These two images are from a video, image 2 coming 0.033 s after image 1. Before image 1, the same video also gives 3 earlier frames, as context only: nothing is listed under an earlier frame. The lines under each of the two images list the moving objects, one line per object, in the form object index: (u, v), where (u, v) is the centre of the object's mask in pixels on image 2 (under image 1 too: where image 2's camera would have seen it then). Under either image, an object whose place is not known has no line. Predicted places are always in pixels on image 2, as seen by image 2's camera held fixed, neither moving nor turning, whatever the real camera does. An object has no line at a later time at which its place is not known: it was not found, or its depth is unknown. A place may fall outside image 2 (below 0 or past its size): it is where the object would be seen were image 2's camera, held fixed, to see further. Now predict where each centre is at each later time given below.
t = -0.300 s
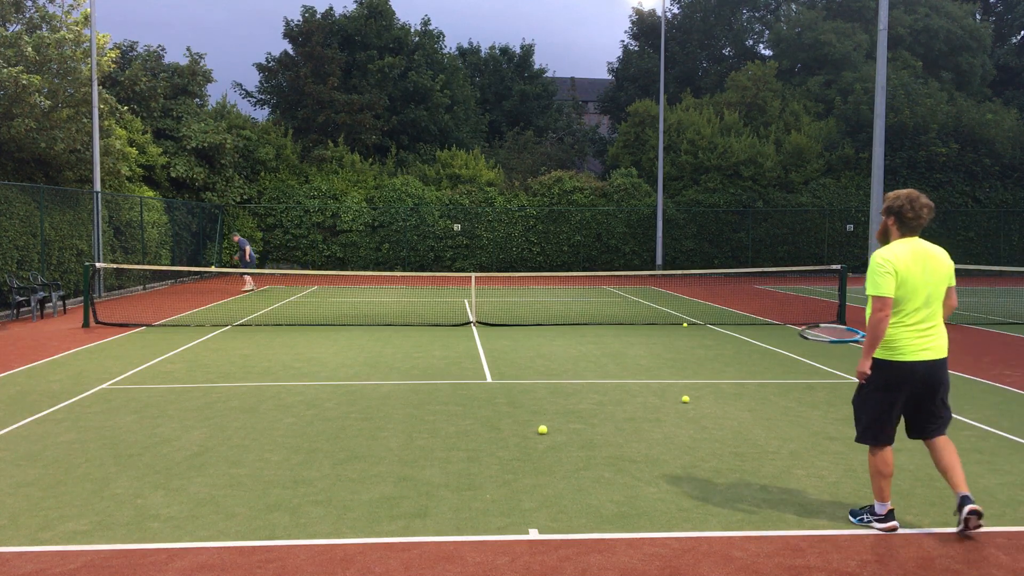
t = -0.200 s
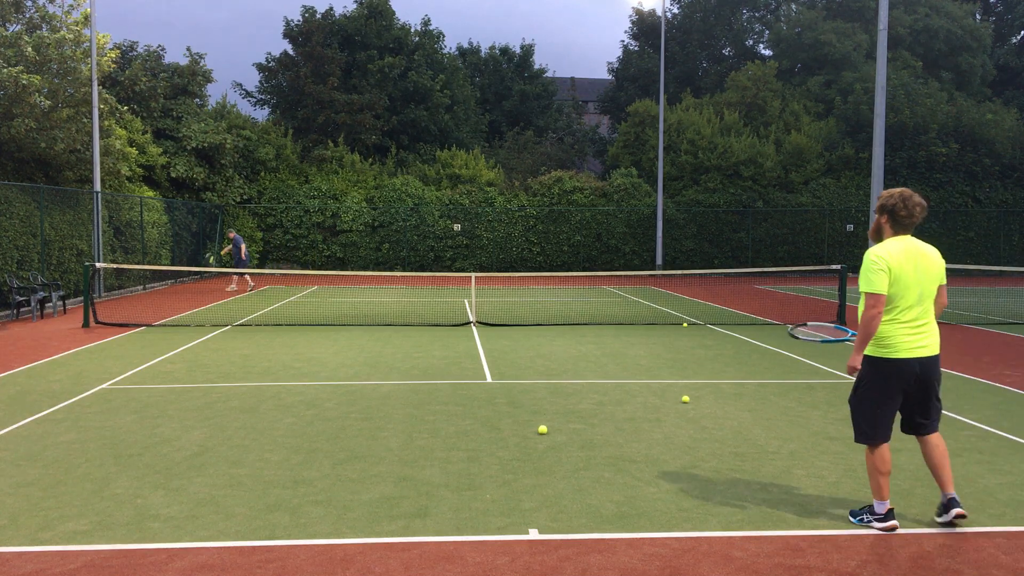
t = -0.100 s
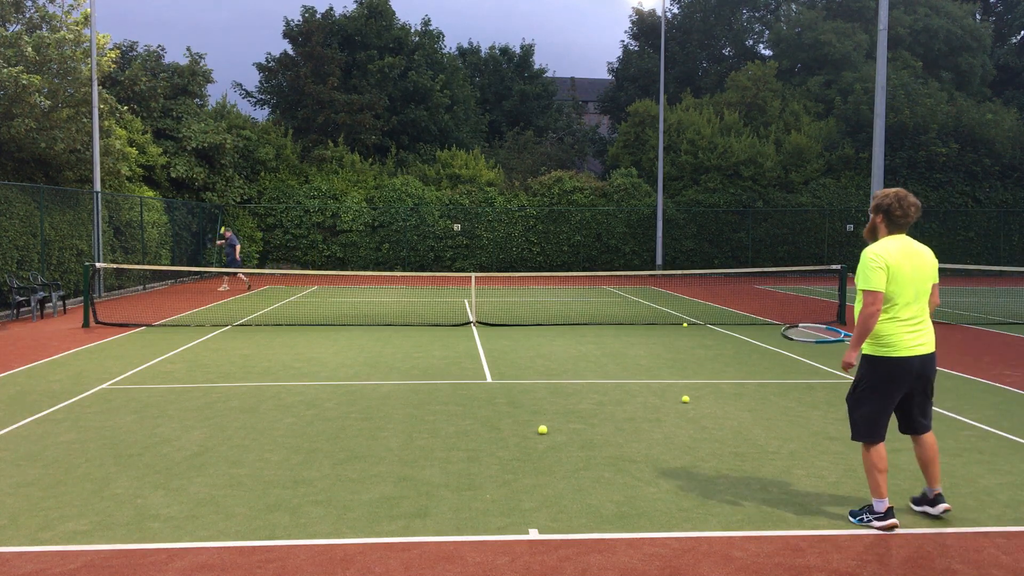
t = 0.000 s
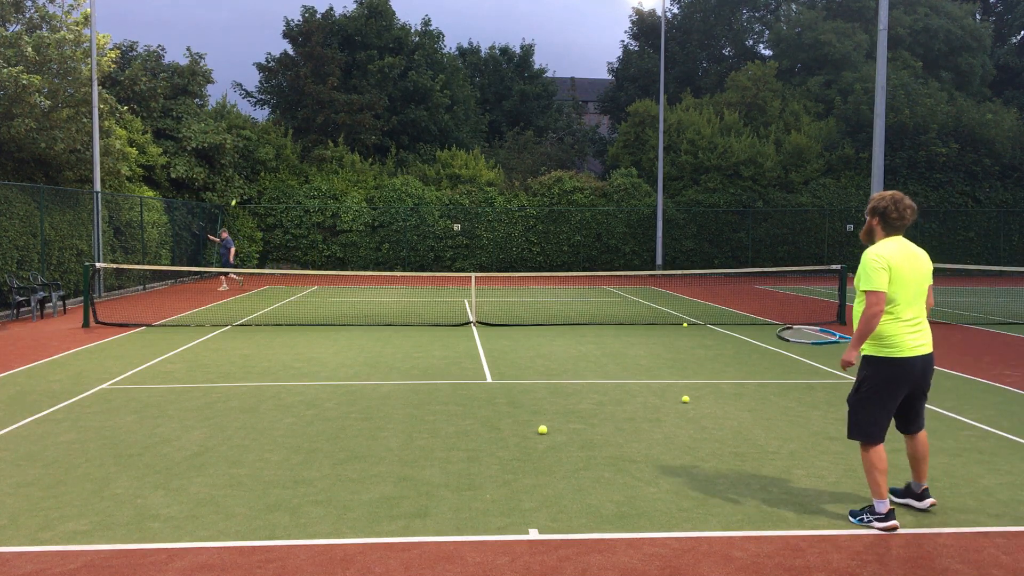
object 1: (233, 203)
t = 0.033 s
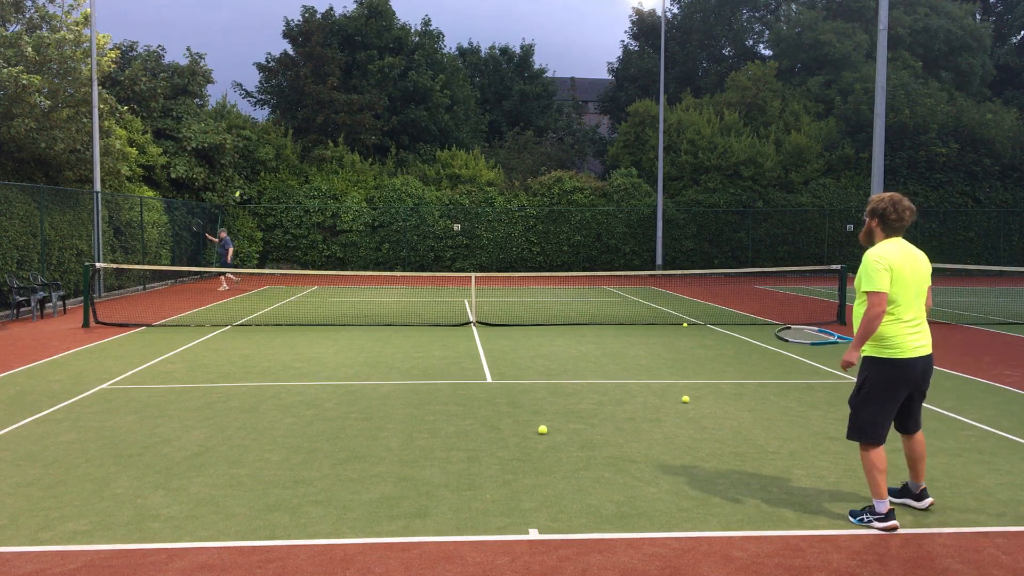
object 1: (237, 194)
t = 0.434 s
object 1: (293, 118)
